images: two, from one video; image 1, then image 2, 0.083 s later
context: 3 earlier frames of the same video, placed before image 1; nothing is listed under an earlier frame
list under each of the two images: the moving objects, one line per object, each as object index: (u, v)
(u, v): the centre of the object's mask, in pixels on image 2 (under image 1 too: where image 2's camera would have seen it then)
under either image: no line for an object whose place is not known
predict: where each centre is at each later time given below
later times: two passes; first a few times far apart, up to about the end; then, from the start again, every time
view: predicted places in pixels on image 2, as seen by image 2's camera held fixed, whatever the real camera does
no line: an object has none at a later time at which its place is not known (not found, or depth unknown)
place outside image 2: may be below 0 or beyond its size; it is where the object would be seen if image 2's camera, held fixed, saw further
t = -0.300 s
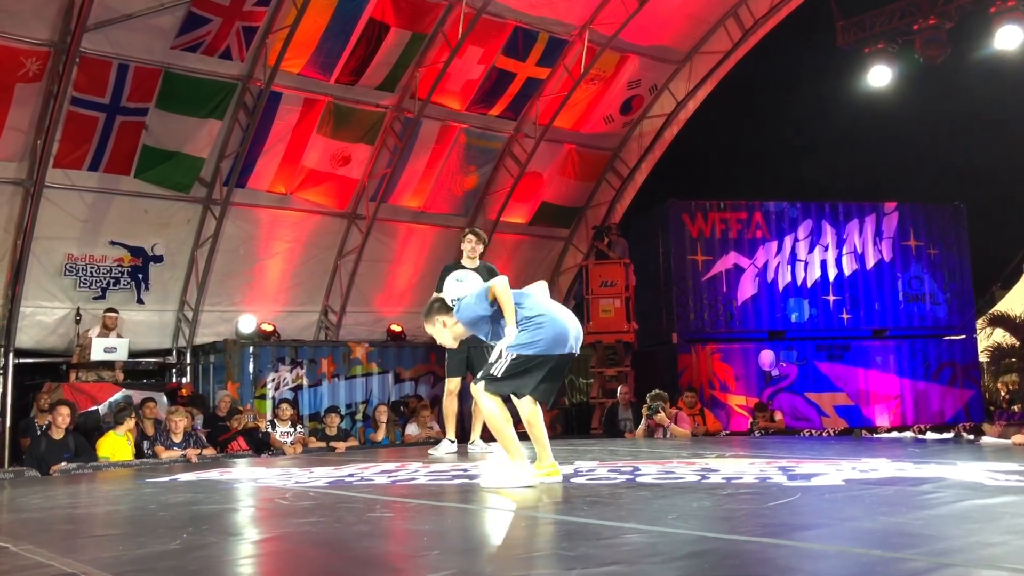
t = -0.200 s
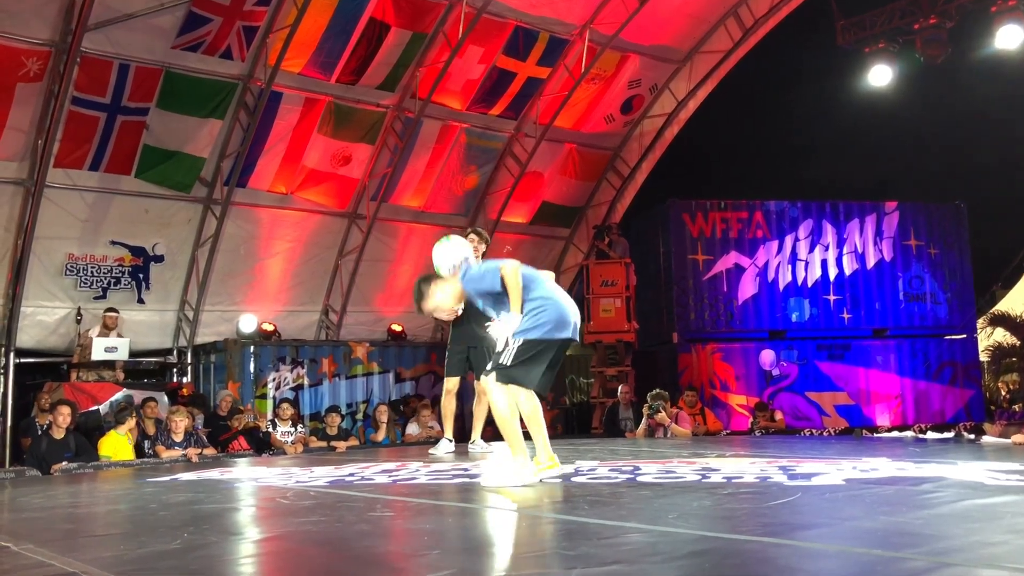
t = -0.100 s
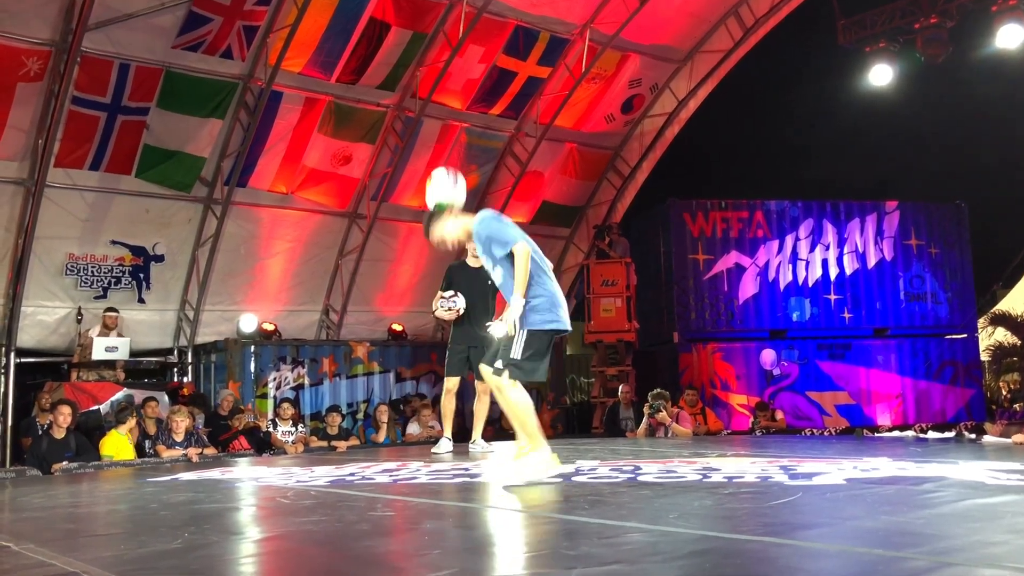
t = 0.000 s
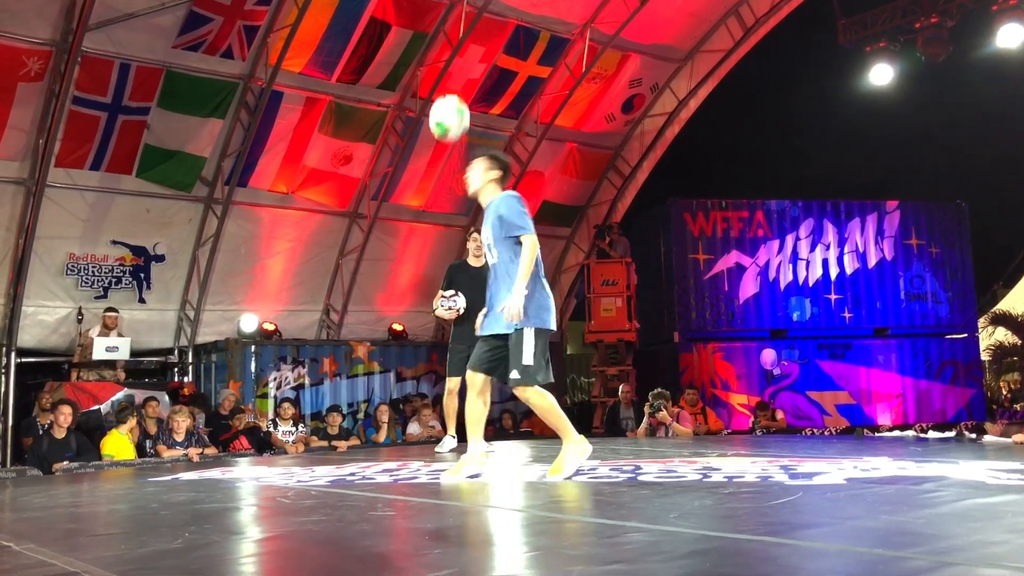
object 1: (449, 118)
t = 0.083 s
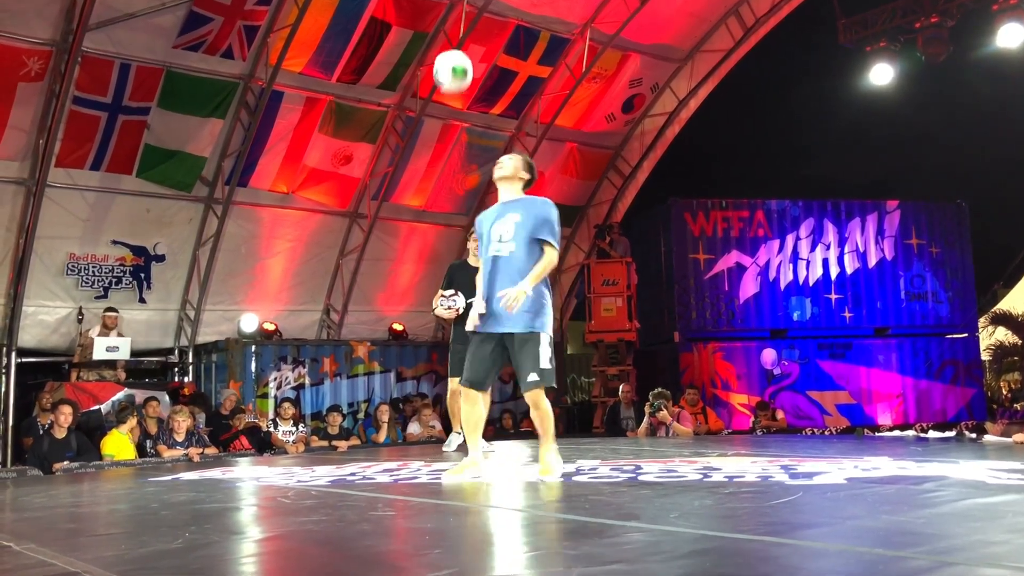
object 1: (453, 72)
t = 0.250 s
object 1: (459, 19)
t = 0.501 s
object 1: (472, 25)
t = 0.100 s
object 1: (453, 64)
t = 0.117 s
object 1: (454, 57)
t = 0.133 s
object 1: (454, 51)
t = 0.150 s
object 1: (455, 44)
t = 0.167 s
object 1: (456, 39)
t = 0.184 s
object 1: (456, 34)
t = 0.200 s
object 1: (457, 29)
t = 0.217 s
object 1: (458, 25)
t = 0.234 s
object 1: (459, 21)
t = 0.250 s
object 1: (459, 19)
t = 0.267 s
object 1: (460, 17)
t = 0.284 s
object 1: (461, 16)
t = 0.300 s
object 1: (462, 15)
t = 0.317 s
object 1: (462, 14)
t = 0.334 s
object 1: (463, 13)
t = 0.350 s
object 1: (464, 13)
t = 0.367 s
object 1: (465, 13)
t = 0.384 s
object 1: (466, 14)
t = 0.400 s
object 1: (467, 14)
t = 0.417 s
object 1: (468, 15)
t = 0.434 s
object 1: (468, 16)
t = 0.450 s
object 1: (469, 17)
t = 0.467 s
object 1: (470, 19)
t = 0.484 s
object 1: (471, 22)
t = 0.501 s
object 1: (472, 25)
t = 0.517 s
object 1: (472, 30)
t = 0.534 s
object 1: (473, 34)
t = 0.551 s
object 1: (474, 40)
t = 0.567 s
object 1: (475, 45)
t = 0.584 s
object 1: (476, 50)
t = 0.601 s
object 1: (477, 56)
